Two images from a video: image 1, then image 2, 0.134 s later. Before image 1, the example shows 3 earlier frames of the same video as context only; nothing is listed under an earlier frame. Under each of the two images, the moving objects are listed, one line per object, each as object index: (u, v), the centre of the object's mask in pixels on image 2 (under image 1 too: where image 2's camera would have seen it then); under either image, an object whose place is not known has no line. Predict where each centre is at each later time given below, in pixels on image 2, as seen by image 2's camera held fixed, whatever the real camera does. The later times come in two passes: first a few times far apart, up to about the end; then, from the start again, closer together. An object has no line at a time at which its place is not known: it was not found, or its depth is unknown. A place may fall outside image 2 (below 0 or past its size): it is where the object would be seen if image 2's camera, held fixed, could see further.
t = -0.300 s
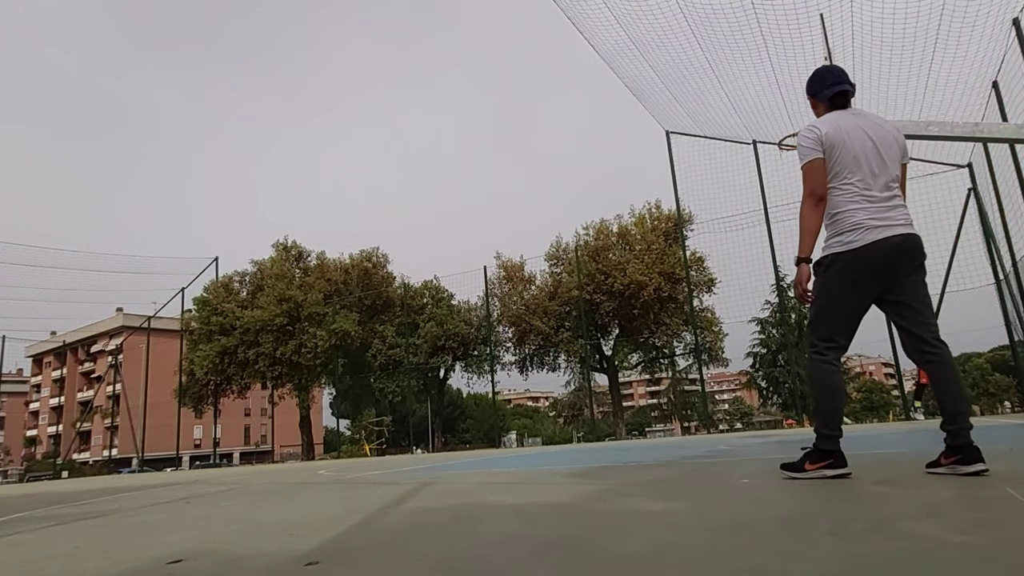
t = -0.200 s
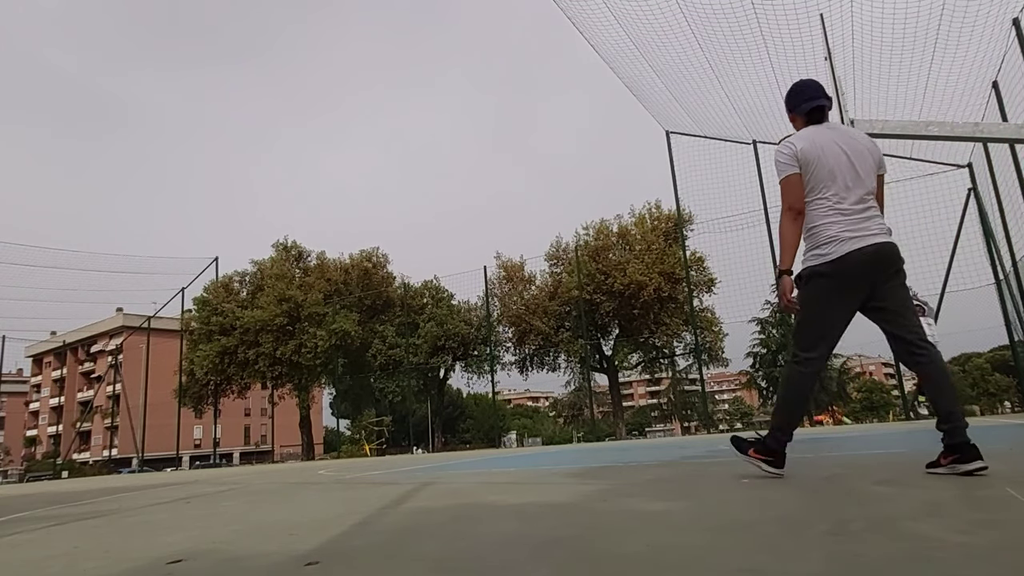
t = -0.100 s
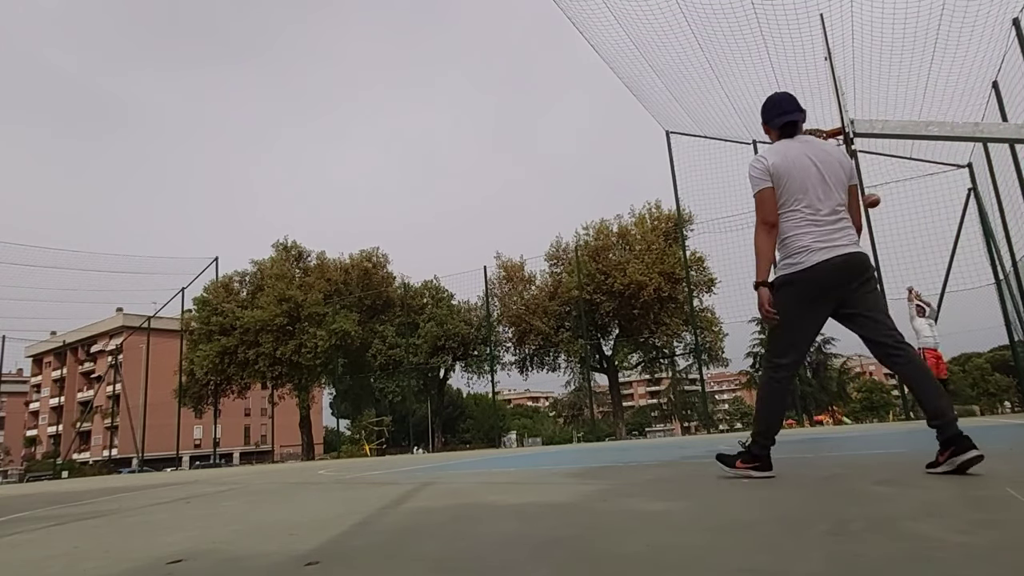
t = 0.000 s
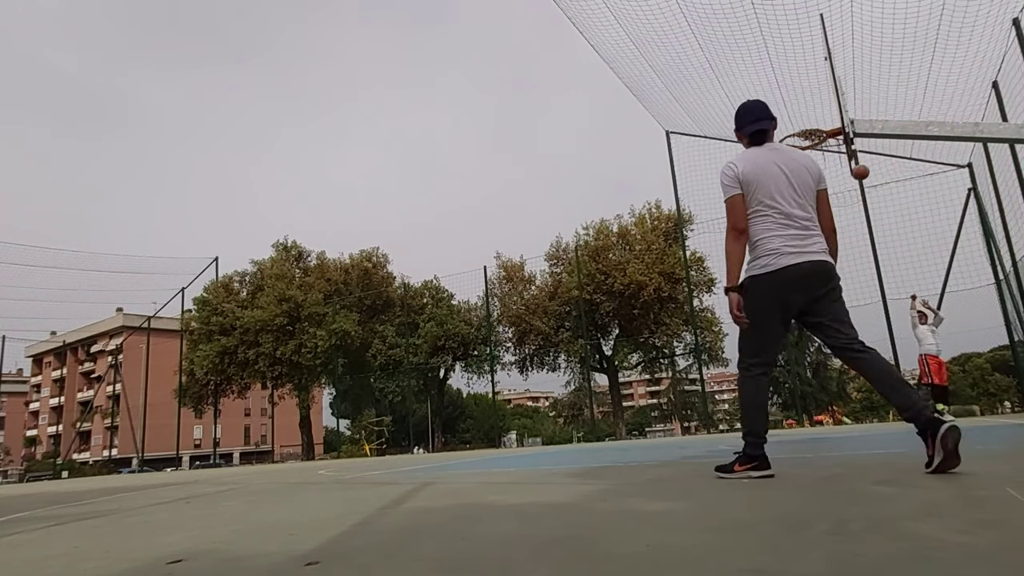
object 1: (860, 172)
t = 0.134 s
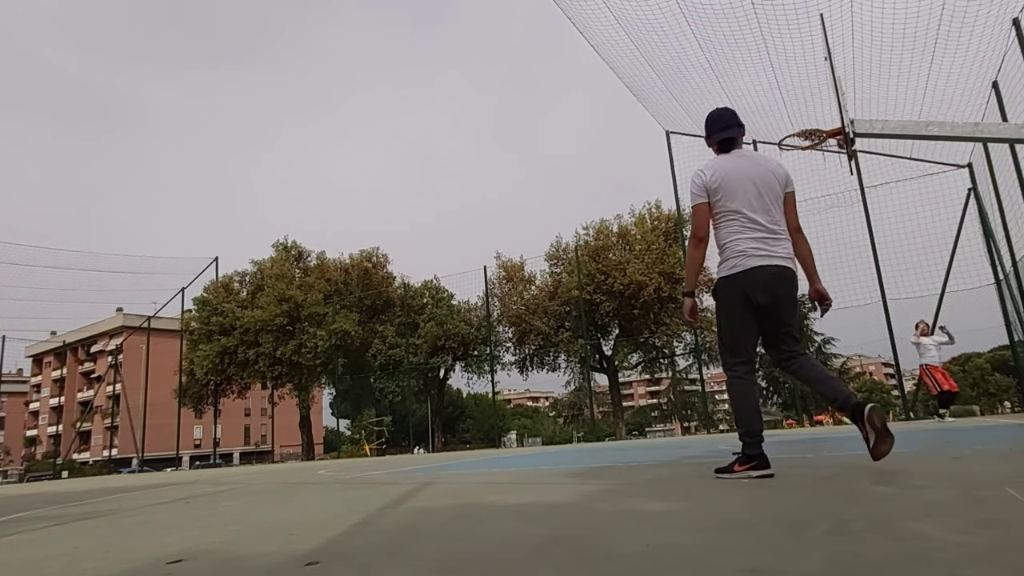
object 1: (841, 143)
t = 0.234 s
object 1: (833, 122)
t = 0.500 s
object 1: (812, 106)
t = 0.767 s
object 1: (800, 134)
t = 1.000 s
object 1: (802, 124)
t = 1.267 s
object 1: (803, 175)
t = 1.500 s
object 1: (810, 269)
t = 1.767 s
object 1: (827, 417)
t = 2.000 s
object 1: (798, 310)
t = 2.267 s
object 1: (781, 258)
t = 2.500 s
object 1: (775, 263)
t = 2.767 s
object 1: (777, 325)
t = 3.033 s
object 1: (784, 415)
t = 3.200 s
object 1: (767, 361)
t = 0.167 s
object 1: (839, 139)
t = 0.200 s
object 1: (835, 125)
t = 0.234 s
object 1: (833, 122)
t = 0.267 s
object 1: (831, 119)
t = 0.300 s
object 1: (829, 115)
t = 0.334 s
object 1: (826, 112)
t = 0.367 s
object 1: (823, 109)
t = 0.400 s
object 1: (820, 107)
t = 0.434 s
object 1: (817, 106)
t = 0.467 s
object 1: (815, 105)
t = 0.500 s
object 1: (812, 106)
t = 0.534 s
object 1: (809, 107)
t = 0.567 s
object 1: (807, 109)
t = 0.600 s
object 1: (804, 112)
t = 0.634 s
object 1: (802, 116)
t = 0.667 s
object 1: (799, 121)
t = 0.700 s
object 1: (796, 124)
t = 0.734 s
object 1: (796, 127)
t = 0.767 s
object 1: (800, 134)
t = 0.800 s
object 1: (800, 137)
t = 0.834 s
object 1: (803, 136)
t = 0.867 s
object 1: (800, 130)
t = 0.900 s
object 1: (800, 129)
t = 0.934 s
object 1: (801, 127)
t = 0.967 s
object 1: (802, 125)
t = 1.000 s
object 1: (802, 124)
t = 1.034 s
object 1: (802, 125)
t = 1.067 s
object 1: (799, 137)
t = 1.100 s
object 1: (800, 144)
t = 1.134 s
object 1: (801, 147)
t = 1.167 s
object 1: (802, 151)
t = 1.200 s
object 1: (802, 158)
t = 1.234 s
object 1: (803, 166)
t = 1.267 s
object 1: (803, 175)
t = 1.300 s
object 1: (804, 185)
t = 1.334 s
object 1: (804, 197)
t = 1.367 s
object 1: (805, 209)
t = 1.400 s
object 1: (806, 223)
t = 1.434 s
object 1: (807, 237)
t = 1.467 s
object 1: (809, 252)
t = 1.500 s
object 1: (810, 269)
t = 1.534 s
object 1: (812, 286)
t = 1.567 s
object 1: (815, 305)
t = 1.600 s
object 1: (817, 325)
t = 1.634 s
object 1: (820, 345)
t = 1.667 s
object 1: (822, 370)
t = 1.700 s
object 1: (824, 395)
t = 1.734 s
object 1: (828, 419)
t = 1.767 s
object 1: (827, 417)
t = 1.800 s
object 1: (821, 399)
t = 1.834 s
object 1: (816, 378)
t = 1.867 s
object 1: (813, 362)
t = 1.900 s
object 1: (808, 347)
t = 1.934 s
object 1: (805, 333)
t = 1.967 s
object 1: (802, 321)
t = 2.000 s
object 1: (798, 310)
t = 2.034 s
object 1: (796, 299)
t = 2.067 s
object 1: (793, 291)
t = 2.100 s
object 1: (790, 282)
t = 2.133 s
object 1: (789, 275)
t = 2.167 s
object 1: (786, 269)
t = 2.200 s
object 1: (785, 264)
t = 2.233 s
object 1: (783, 261)
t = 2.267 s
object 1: (781, 258)
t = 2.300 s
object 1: (780, 256)
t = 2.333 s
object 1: (778, 255)
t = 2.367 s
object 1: (777, 254)
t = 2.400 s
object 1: (777, 255)
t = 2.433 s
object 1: (776, 257)
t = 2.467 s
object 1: (775, 260)
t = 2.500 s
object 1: (775, 263)
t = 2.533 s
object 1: (774, 267)
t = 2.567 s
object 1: (774, 273)
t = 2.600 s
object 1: (774, 279)
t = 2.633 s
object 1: (774, 286)
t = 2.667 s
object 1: (775, 295)
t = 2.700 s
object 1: (775, 304)
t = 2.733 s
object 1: (776, 314)
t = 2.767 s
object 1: (777, 325)
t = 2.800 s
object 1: (778, 336)
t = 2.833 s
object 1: (779, 350)
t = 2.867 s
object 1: (781, 364)
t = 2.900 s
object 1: (782, 380)
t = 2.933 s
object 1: (784, 396)
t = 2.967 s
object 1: (786, 413)
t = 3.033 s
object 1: (784, 415)
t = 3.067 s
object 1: (780, 402)
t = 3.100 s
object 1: (776, 389)
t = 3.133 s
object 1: (773, 380)
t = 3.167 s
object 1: (770, 369)
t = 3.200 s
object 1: (767, 361)
